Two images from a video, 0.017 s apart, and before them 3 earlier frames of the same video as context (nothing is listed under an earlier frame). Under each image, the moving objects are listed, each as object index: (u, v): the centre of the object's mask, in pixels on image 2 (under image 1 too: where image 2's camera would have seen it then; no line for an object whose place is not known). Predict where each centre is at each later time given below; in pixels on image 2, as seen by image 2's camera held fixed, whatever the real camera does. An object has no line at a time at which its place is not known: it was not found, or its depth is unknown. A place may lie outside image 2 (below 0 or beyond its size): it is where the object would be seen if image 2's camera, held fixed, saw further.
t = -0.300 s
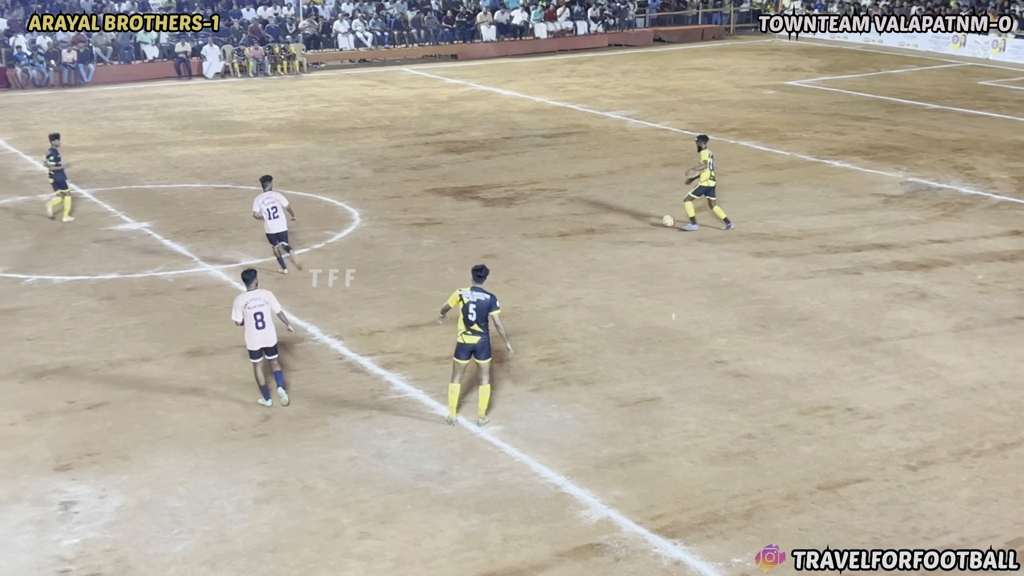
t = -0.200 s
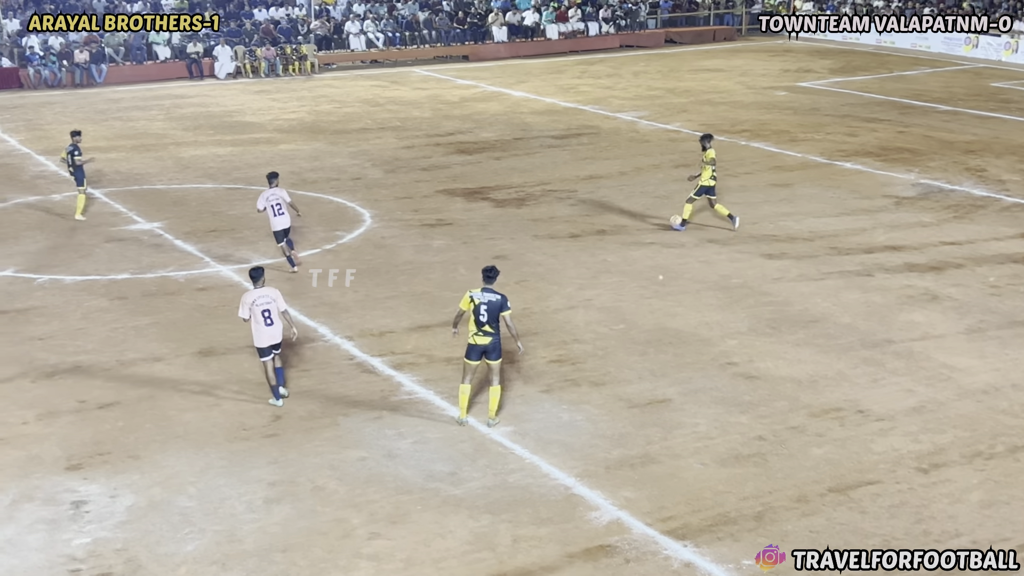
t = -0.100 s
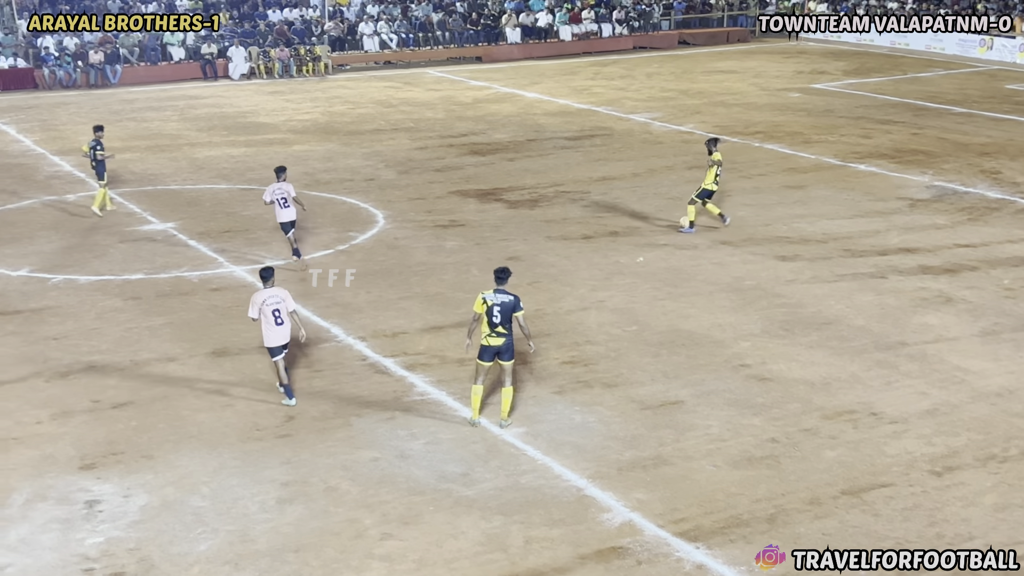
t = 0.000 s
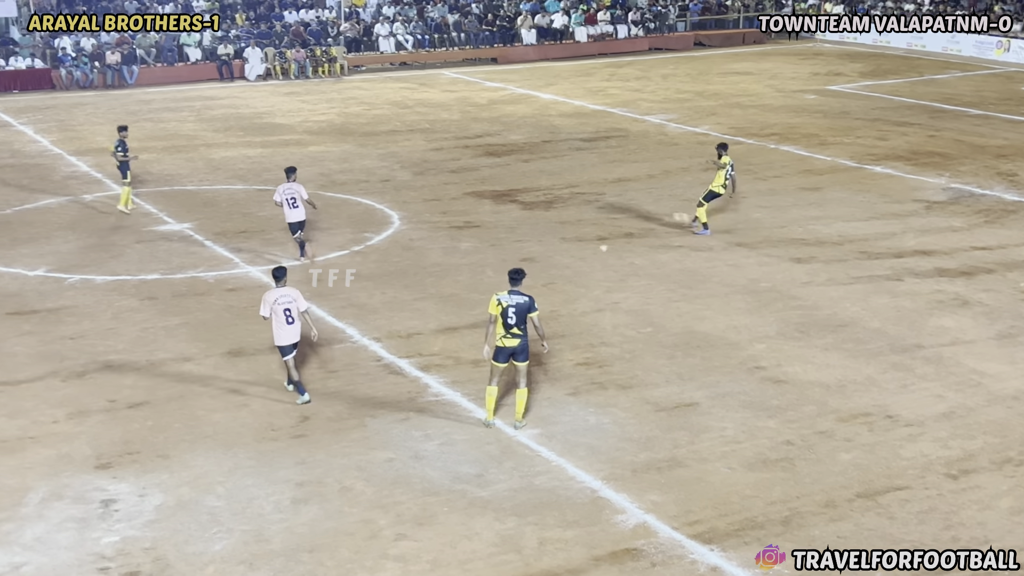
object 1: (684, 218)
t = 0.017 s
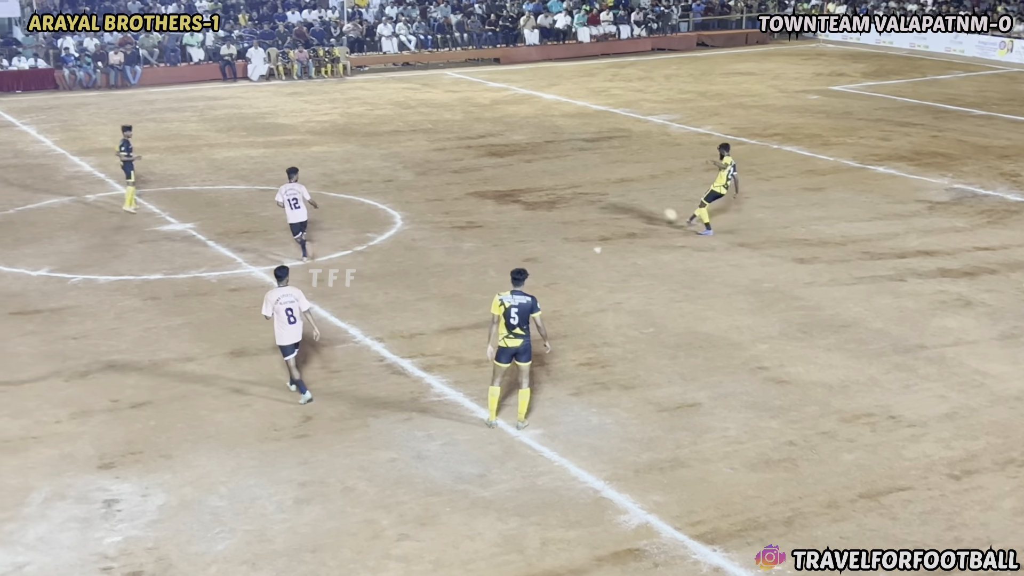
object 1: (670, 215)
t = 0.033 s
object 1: (661, 212)
